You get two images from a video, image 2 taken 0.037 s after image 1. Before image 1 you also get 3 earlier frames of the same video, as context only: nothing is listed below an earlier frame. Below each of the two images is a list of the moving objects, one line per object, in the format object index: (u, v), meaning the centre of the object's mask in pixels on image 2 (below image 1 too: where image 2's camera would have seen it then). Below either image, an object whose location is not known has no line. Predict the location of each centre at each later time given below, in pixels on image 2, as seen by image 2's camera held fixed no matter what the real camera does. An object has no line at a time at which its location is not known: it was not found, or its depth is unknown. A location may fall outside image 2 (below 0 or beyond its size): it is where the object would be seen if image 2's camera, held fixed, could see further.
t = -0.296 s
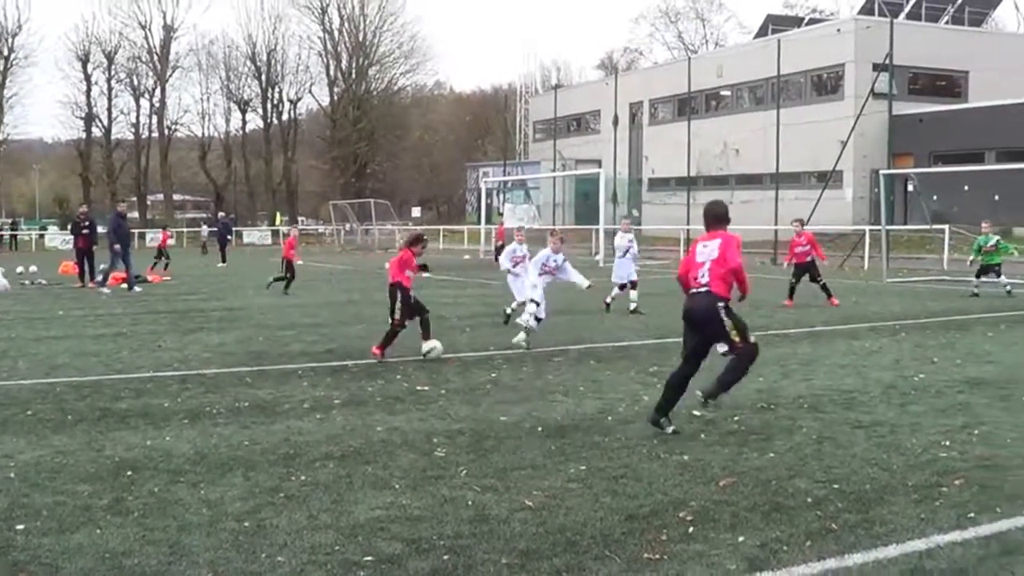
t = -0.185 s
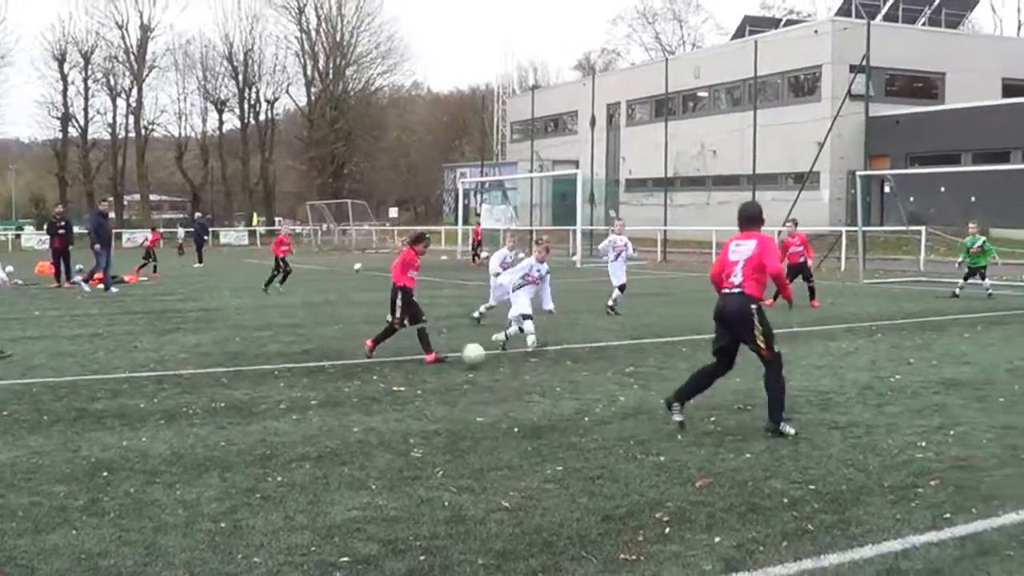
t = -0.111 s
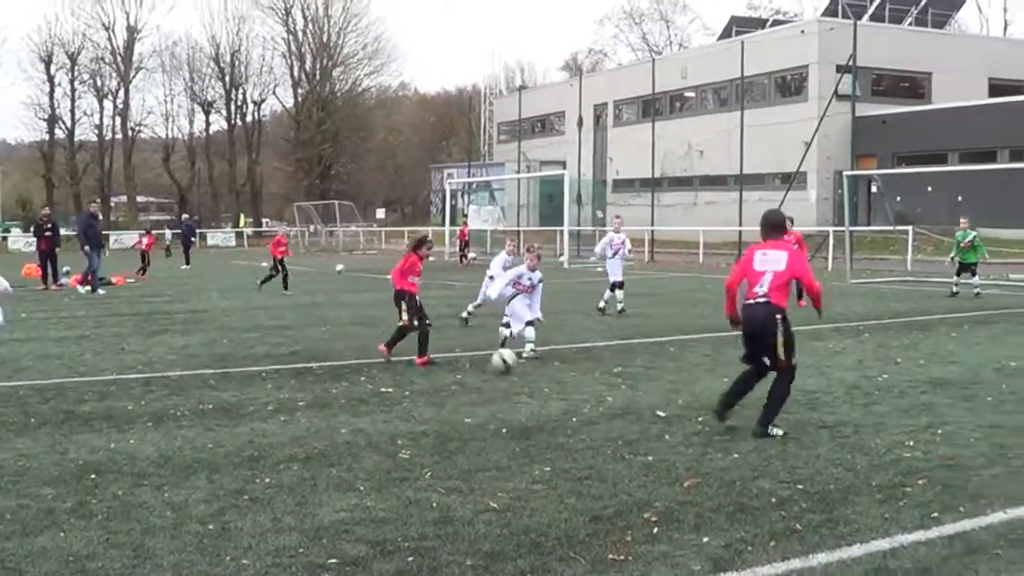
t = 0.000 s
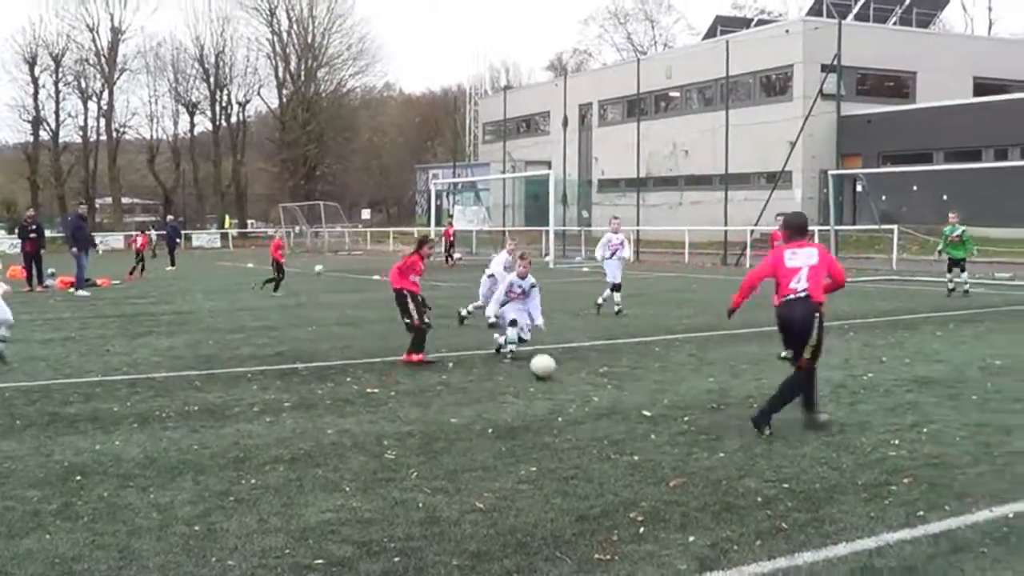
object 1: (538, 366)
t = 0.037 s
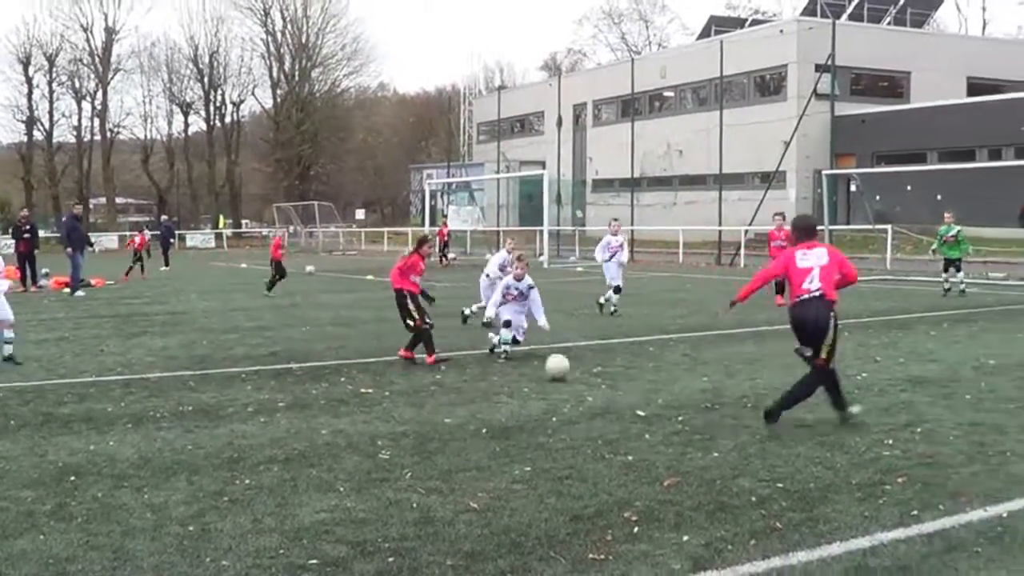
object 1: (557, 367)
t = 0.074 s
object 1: (575, 367)
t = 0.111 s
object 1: (594, 370)
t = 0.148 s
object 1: (603, 371)
